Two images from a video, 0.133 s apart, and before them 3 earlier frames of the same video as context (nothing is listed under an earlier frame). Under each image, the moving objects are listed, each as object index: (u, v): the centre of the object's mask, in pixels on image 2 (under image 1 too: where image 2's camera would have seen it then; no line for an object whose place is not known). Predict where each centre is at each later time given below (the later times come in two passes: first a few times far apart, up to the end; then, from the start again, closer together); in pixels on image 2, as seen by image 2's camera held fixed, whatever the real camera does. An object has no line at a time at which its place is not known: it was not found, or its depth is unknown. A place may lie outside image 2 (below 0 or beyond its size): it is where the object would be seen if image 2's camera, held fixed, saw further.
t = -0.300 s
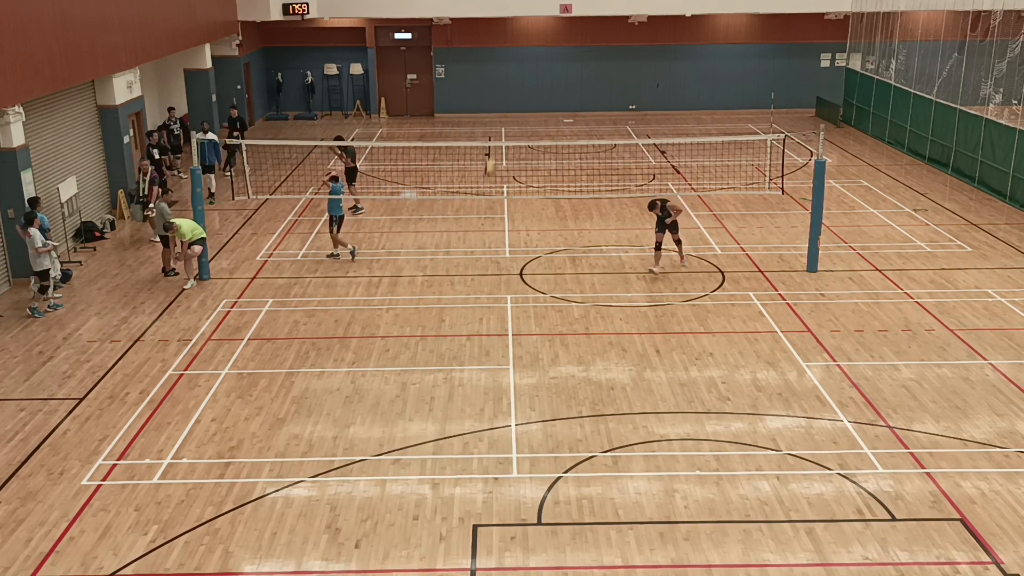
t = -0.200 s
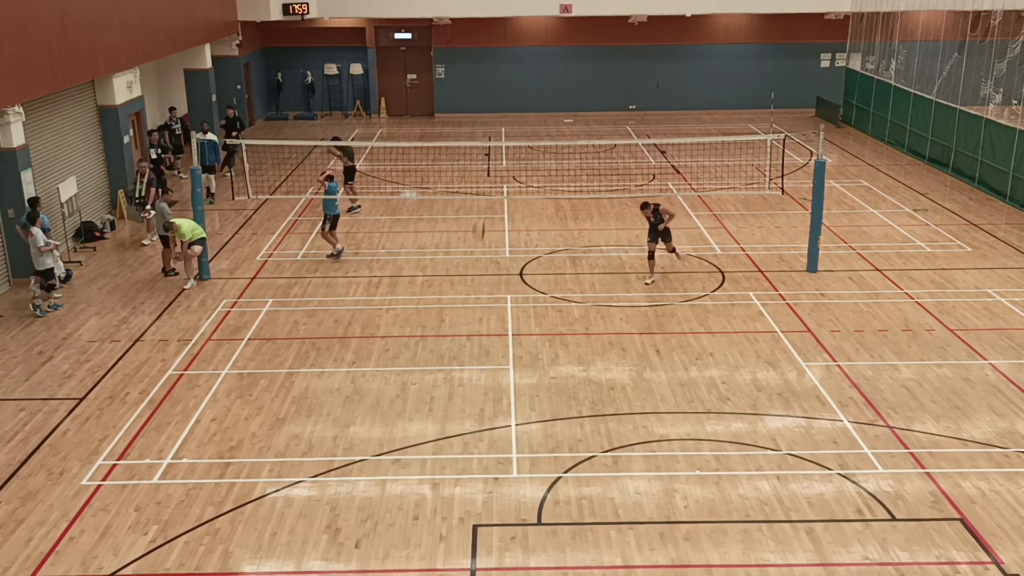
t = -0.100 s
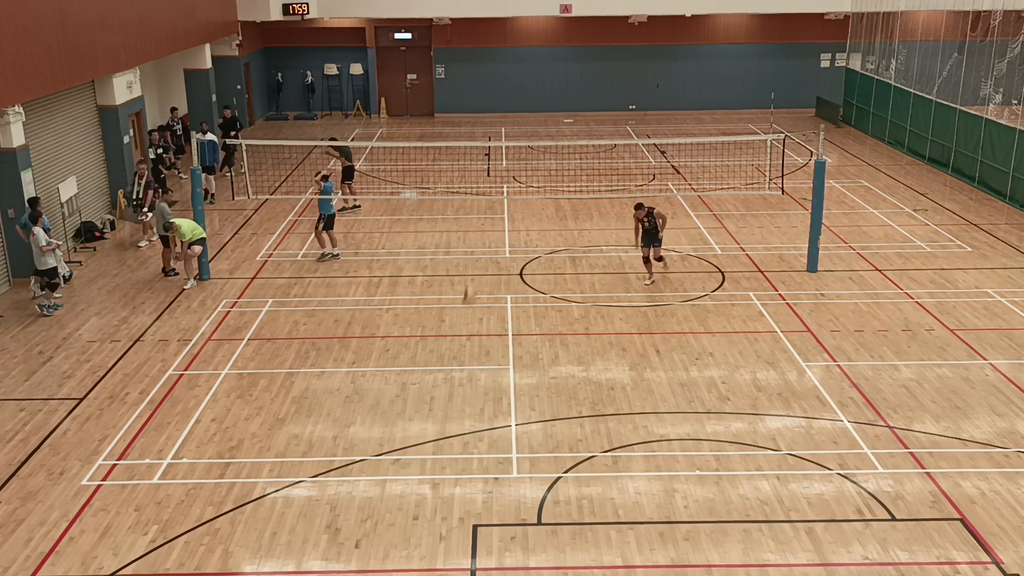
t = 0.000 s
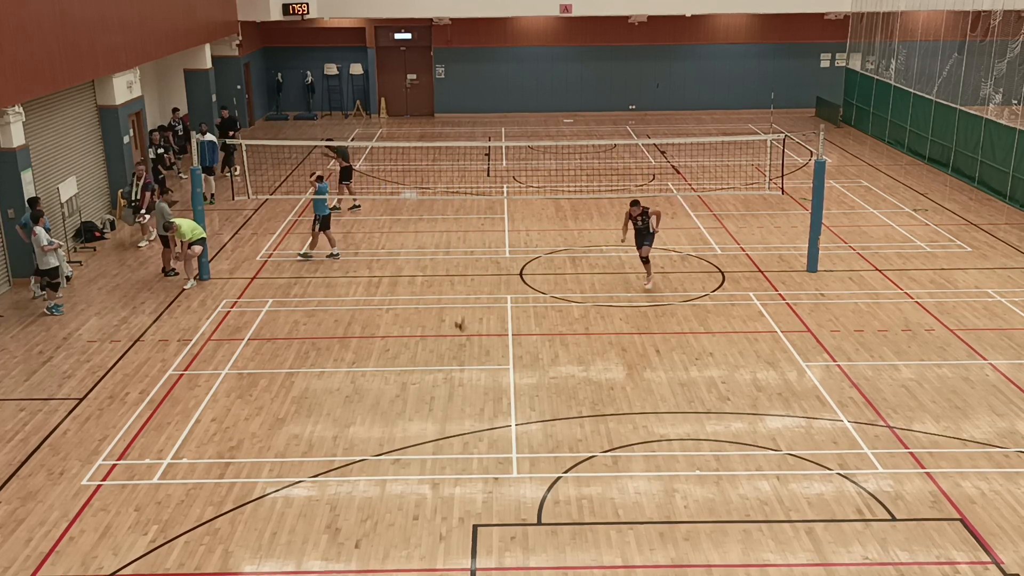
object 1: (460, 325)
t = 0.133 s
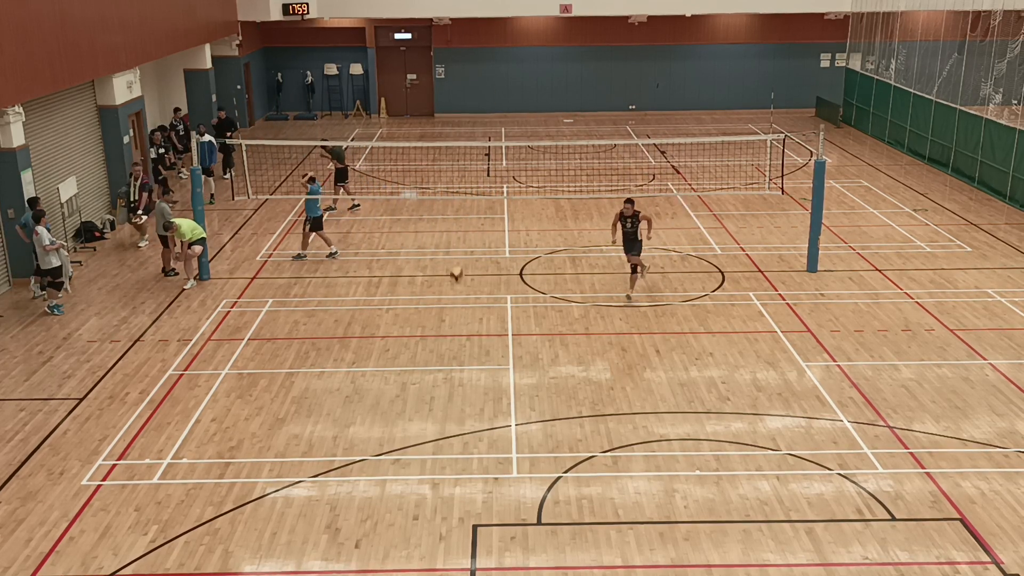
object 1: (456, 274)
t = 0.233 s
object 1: (453, 244)
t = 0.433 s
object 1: (447, 201)
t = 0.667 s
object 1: (440, 184)
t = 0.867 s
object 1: (434, 202)
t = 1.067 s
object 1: (430, 247)
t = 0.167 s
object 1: (455, 265)
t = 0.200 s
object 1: (454, 255)
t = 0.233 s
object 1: (453, 244)
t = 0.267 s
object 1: (452, 234)
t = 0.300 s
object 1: (451, 227)
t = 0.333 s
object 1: (450, 220)
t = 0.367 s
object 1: (449, 212)
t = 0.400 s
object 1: (448, 206)
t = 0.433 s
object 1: (447, 201)
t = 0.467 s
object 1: (444, 196)
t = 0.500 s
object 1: (445, 193)
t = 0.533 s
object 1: (444, 189)
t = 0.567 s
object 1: (443, 187)
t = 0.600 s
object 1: (441, 185)
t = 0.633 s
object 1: (441, 185)
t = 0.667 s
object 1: (440, 184)
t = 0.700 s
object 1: (439, 185)
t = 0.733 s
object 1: (438, 187)
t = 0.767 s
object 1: (437, 189)
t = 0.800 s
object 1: (436, 192)
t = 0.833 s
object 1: (435, 196)
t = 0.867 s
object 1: (434, 202)
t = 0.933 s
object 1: (432, 213)
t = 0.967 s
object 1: (432, 221)
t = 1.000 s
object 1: (431, 229)
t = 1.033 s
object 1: (430, 238)
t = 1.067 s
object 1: (430, 247)
